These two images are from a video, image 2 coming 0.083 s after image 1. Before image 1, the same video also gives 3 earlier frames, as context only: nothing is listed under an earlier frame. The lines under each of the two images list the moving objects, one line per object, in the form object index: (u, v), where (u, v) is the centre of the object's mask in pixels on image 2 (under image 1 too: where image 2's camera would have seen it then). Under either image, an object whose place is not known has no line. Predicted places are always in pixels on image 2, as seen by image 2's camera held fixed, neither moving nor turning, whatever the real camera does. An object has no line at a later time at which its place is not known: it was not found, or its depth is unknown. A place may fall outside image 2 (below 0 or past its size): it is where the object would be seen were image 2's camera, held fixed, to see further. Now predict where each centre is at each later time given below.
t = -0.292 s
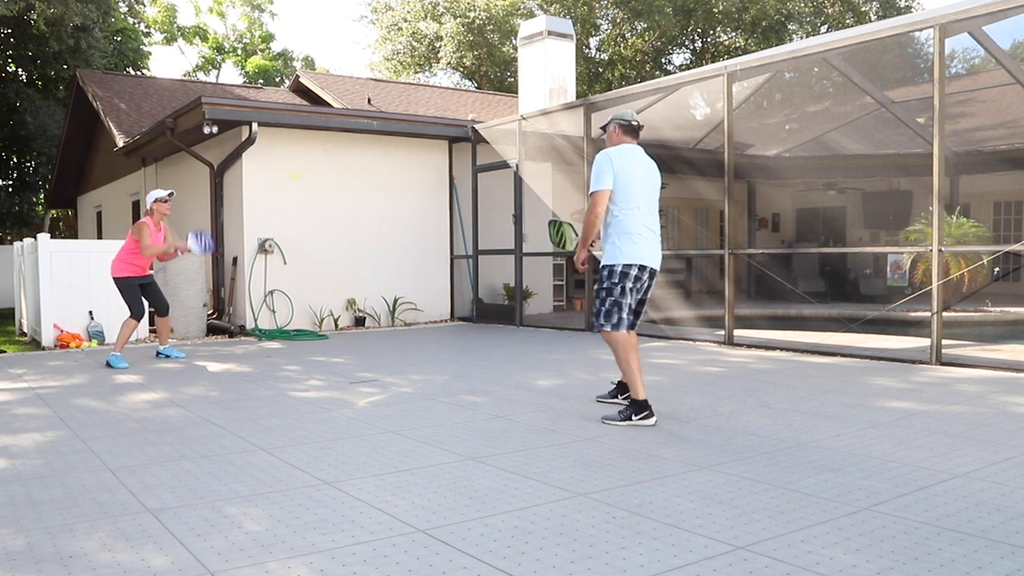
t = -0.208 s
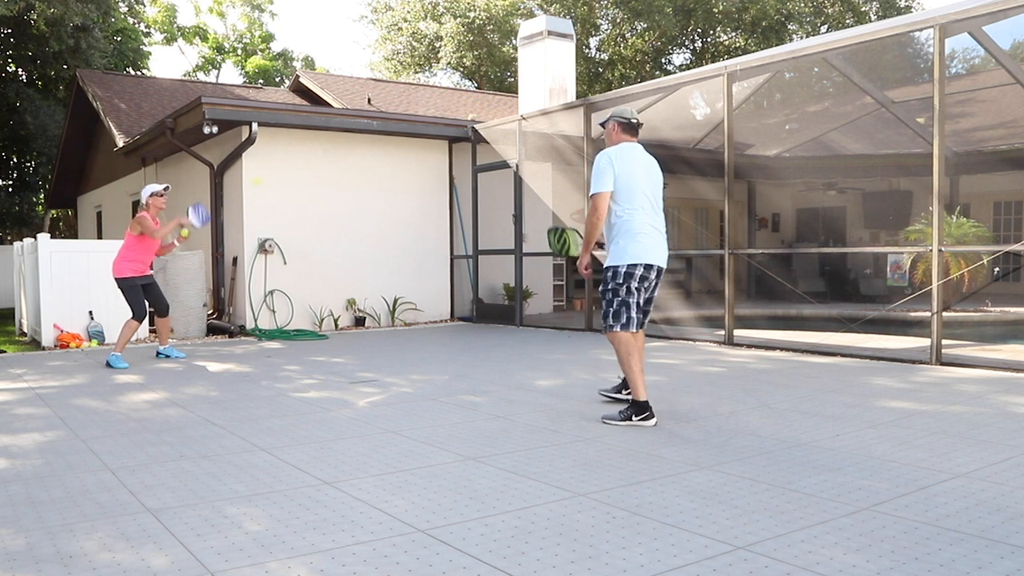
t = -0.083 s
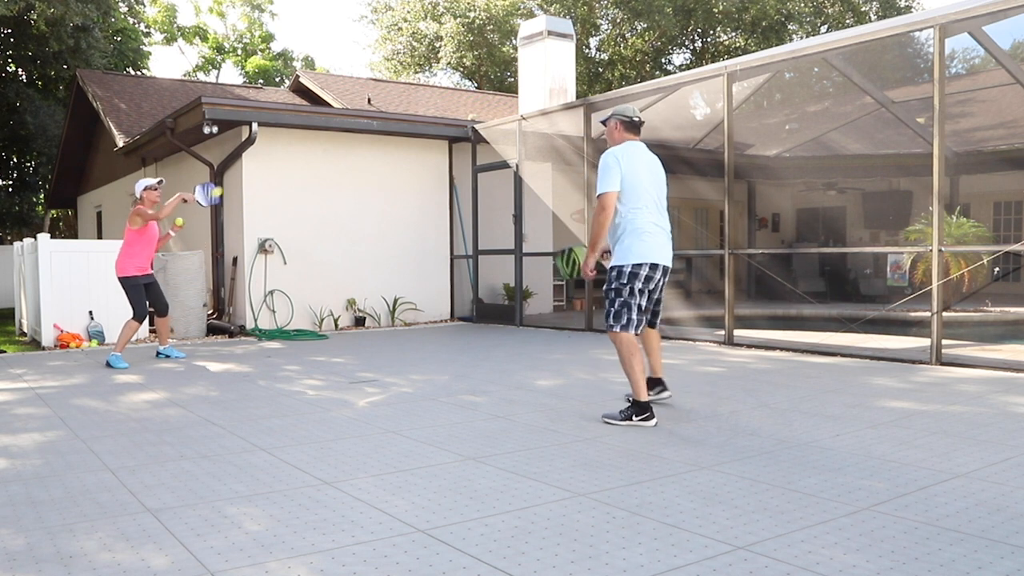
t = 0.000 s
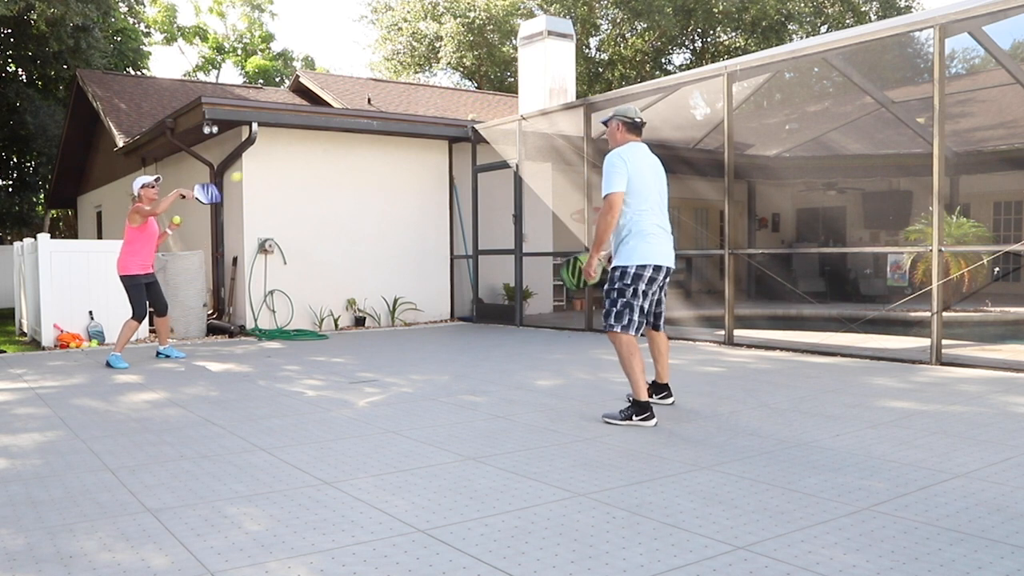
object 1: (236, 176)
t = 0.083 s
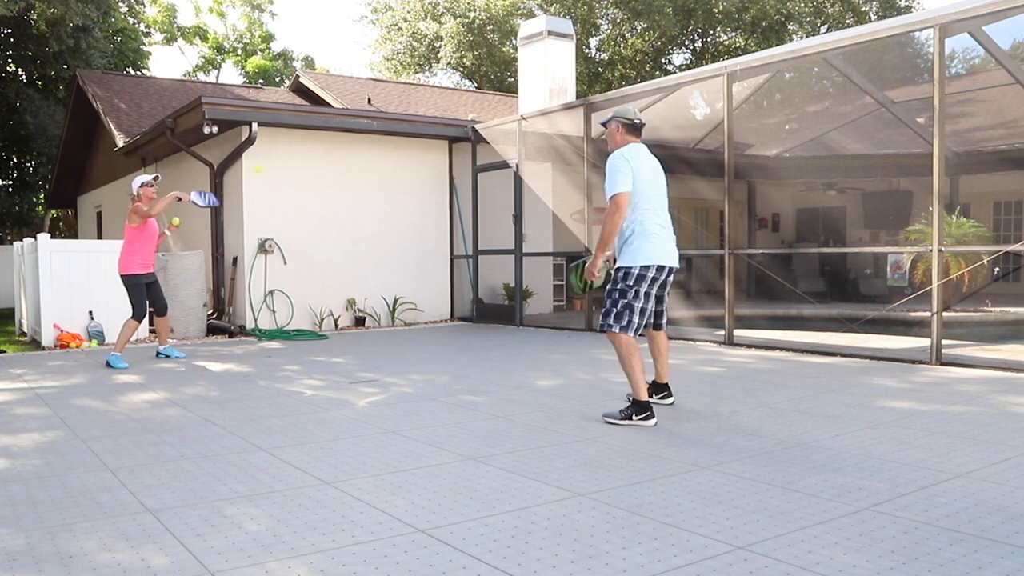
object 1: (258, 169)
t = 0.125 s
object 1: (268, 168)
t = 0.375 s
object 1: (342, 215)
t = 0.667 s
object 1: (446, 400)
